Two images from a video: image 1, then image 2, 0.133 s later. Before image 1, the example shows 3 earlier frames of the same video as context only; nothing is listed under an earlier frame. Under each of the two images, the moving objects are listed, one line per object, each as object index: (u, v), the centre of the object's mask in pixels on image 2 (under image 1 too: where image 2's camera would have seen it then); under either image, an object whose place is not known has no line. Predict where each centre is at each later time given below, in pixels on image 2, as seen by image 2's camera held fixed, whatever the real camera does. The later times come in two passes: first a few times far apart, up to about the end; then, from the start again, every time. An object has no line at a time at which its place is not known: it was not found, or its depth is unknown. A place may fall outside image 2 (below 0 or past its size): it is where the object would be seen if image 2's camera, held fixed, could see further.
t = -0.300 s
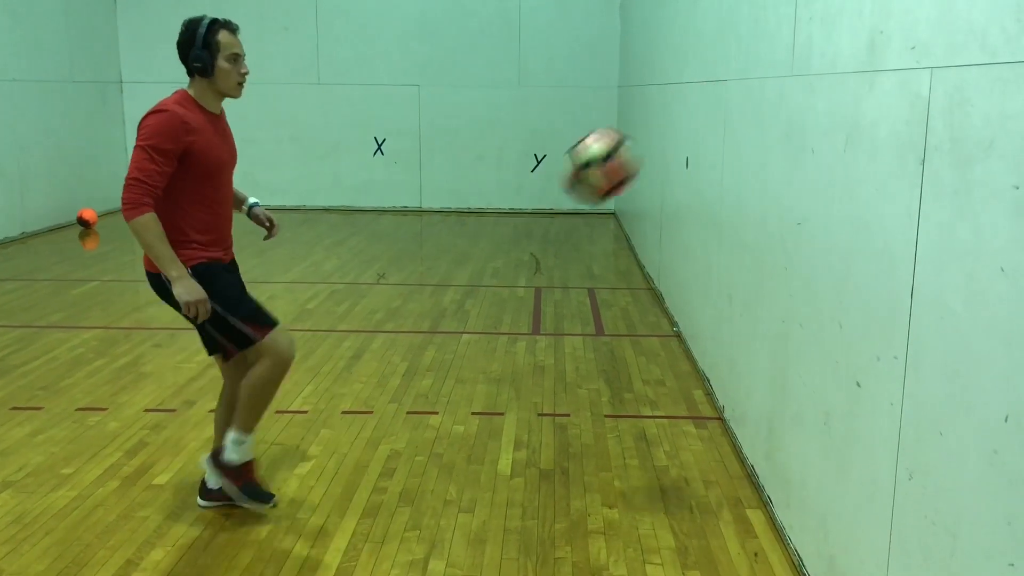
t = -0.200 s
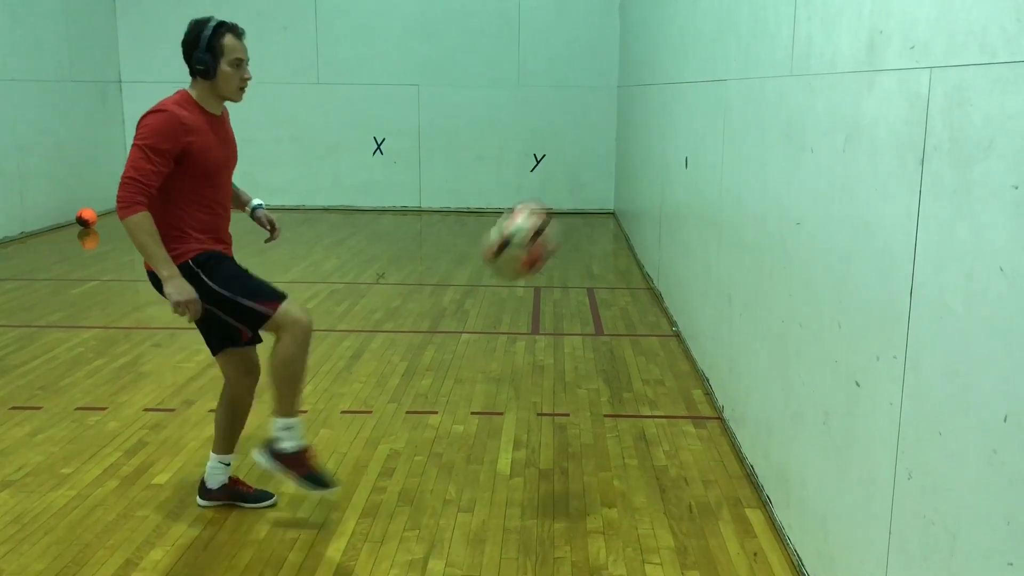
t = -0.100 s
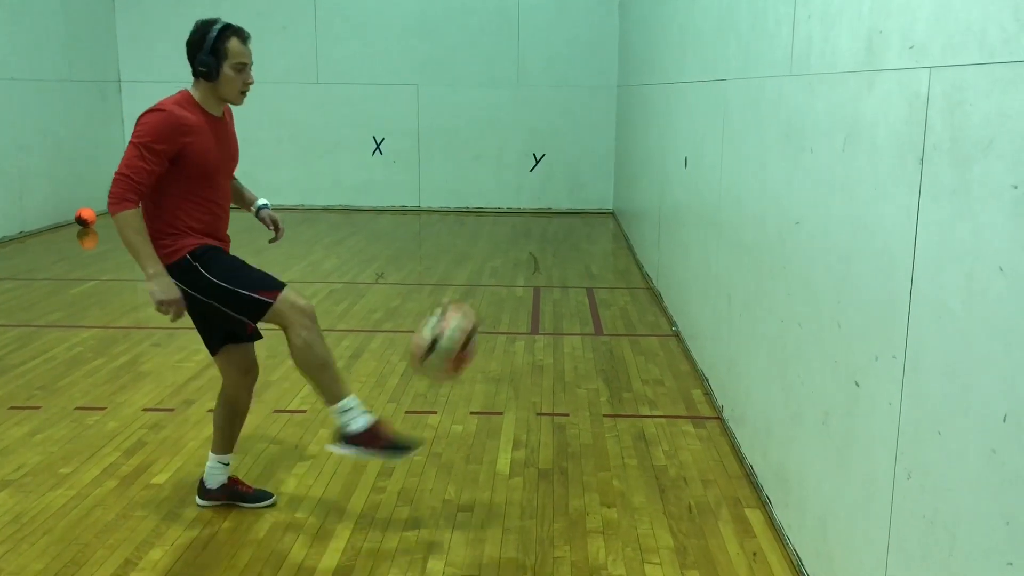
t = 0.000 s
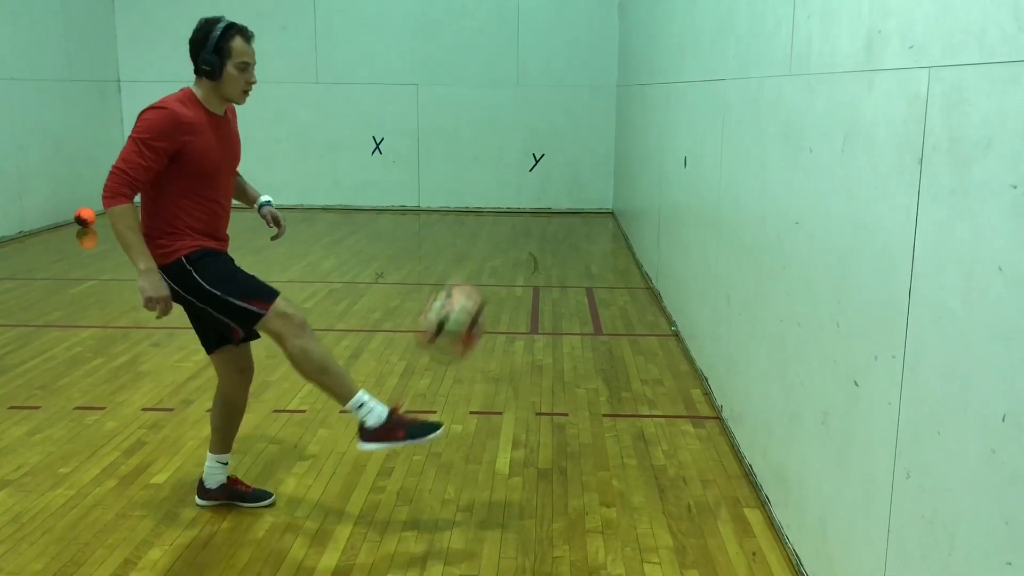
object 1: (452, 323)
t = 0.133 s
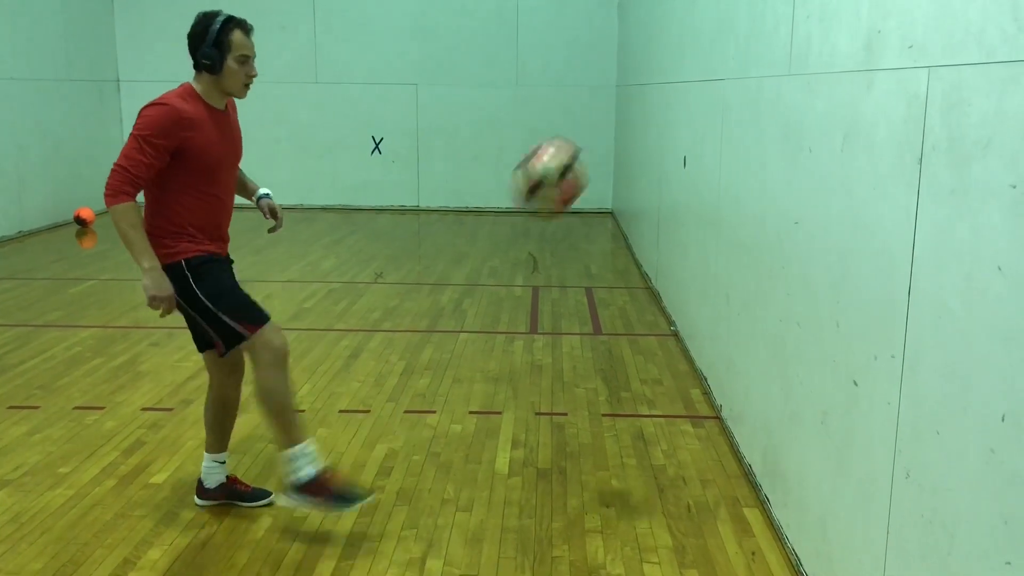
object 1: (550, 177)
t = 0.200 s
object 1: (600, 123)
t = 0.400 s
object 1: (763, 34)
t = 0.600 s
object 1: (686, 85)
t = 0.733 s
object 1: (599, 187)
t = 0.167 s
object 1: (575, 149)
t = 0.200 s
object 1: (600, 123)
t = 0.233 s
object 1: (626, 101)
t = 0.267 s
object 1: (653, 80)
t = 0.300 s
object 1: (681, 63)
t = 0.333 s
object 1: (708, 50)
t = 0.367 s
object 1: (736, 40)
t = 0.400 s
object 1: (763, 34)
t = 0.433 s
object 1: (792, 34)
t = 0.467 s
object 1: (776, 36)
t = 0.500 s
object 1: (754, 42)
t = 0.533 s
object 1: (732, 52)
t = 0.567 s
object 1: (708, 67)
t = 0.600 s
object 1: (686, 85)
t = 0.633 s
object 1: (664, 106)
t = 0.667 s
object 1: (641, 131)
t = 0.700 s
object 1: (619, 159)
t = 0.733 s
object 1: (599, 187)
